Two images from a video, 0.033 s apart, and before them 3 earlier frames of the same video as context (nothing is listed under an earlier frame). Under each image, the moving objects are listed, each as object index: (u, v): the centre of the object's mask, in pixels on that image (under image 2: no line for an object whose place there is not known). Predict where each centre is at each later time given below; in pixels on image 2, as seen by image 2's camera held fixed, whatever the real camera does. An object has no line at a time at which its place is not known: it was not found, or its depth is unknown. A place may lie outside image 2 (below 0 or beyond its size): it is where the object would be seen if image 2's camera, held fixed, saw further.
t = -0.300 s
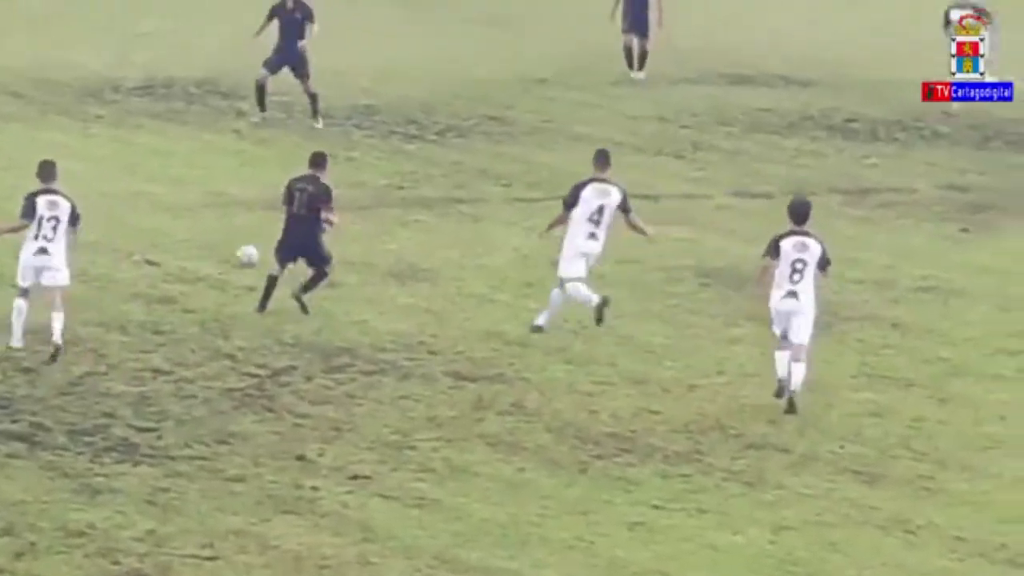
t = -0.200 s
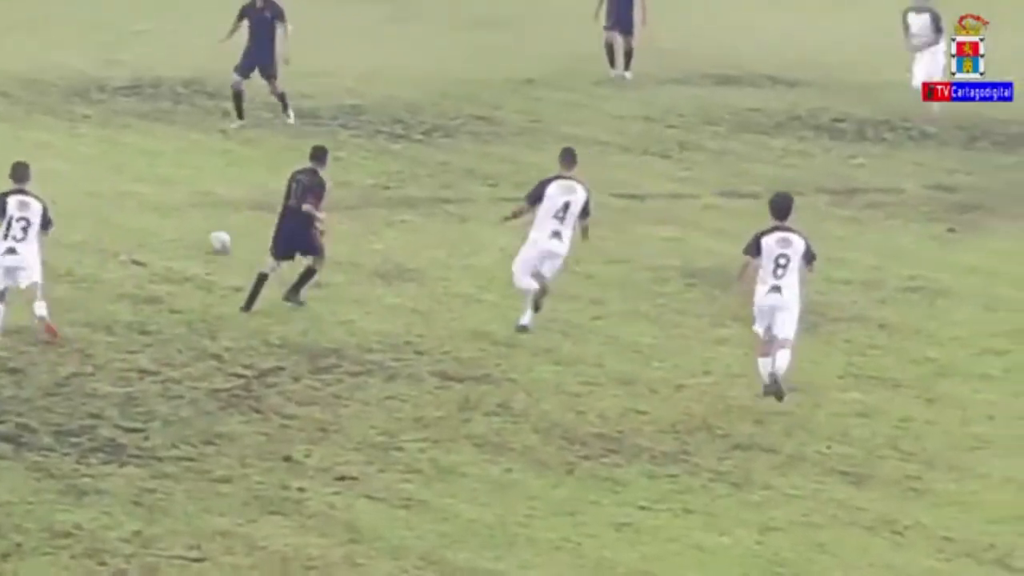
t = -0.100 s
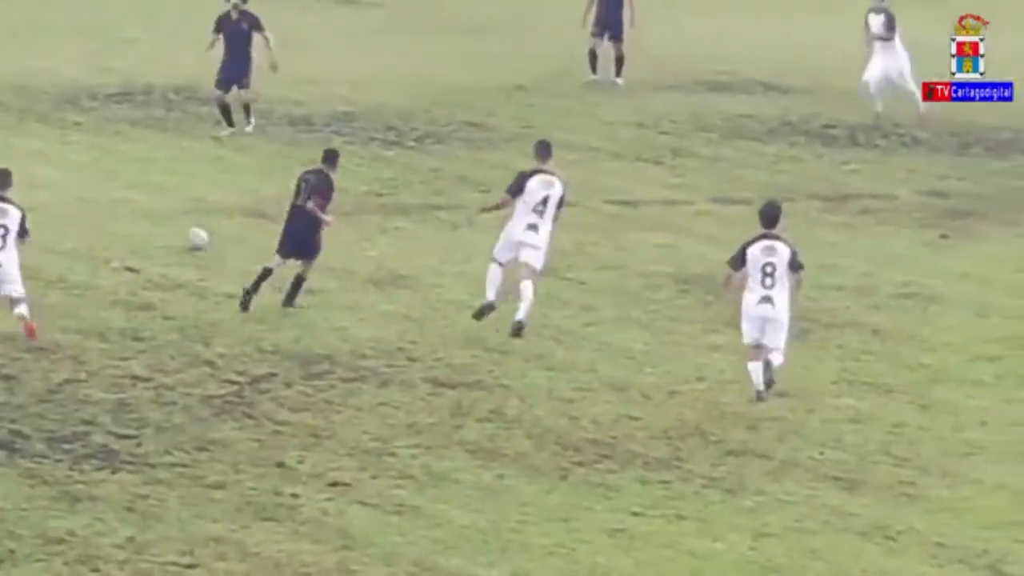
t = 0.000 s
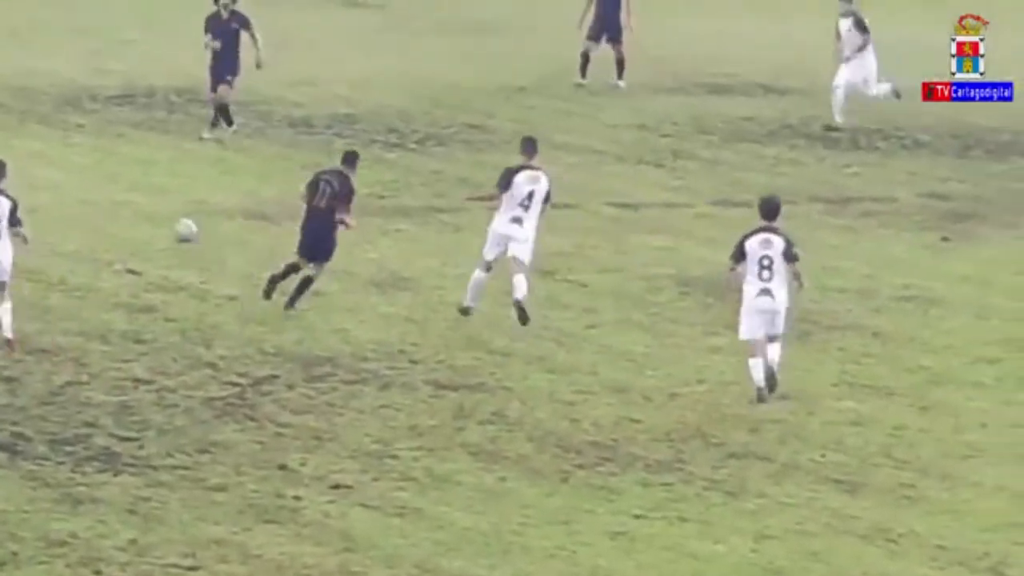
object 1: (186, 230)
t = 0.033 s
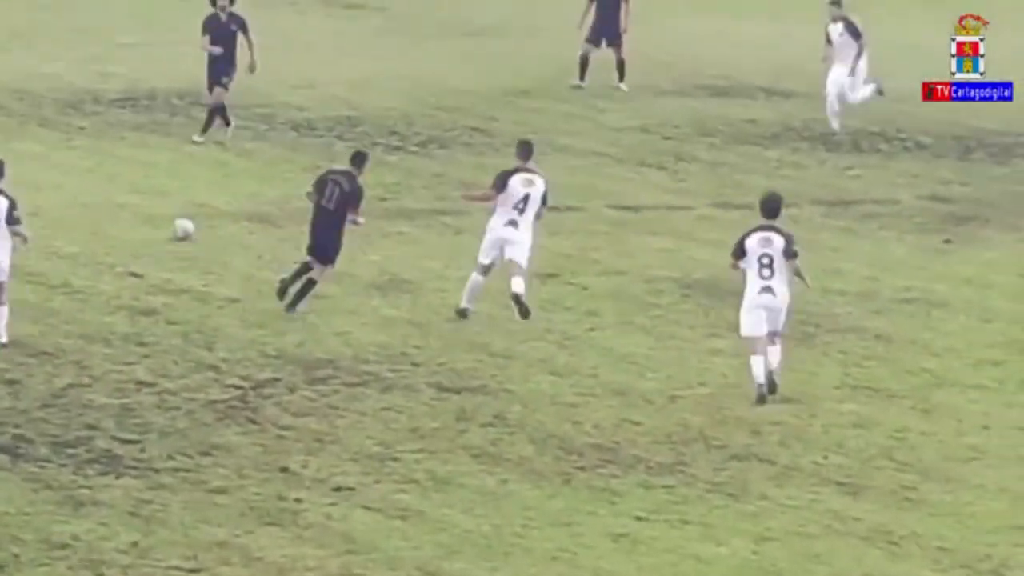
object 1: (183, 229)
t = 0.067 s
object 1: (179, 227)
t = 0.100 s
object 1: (173, 223)
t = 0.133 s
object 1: (170, 220)
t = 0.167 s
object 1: (166, 218)
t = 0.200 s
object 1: (162, 213)
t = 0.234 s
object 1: (159, 210)
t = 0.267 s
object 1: (154, 208)
